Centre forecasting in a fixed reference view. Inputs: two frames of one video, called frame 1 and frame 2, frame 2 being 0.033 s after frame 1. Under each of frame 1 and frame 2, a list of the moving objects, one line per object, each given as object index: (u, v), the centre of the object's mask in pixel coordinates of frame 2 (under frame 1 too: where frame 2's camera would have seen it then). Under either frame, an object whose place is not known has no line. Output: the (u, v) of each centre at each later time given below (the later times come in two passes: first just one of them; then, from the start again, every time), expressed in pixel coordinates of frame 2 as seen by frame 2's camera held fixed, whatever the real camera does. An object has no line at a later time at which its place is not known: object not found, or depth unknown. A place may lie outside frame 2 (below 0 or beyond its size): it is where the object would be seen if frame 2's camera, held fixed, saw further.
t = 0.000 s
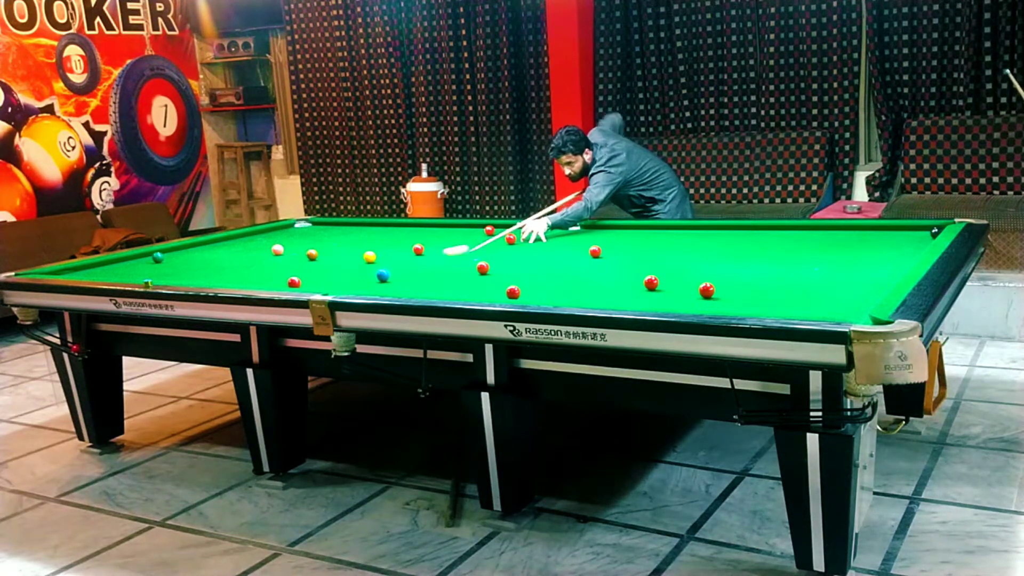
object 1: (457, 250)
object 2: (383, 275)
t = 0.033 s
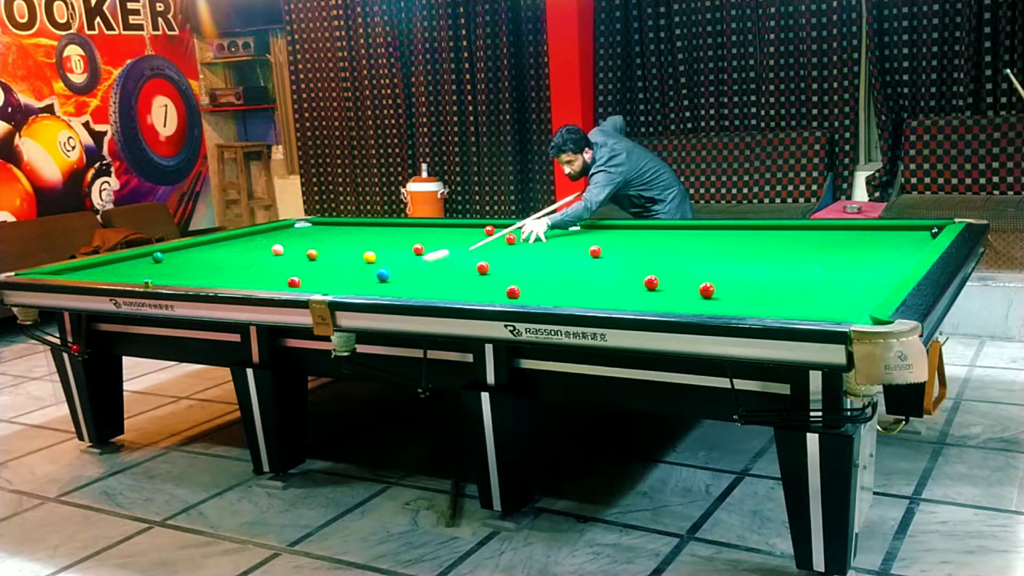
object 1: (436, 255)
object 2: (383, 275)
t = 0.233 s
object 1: (346, 272)
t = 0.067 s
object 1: (415, 262)
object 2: (383, 275)
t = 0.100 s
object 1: (394, 267)
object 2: (383, 275)
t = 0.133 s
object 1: (379, 266)
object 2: (374, 277)
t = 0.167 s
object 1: (368, 266)
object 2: (362, 282)
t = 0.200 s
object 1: (357, 267)
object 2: (348, 289)
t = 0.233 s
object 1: (346, 272)
